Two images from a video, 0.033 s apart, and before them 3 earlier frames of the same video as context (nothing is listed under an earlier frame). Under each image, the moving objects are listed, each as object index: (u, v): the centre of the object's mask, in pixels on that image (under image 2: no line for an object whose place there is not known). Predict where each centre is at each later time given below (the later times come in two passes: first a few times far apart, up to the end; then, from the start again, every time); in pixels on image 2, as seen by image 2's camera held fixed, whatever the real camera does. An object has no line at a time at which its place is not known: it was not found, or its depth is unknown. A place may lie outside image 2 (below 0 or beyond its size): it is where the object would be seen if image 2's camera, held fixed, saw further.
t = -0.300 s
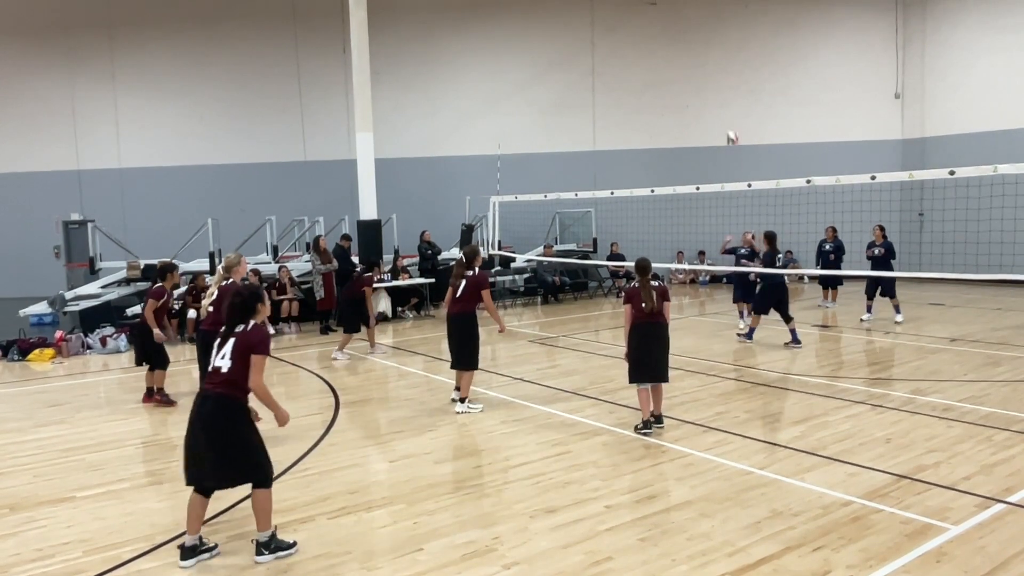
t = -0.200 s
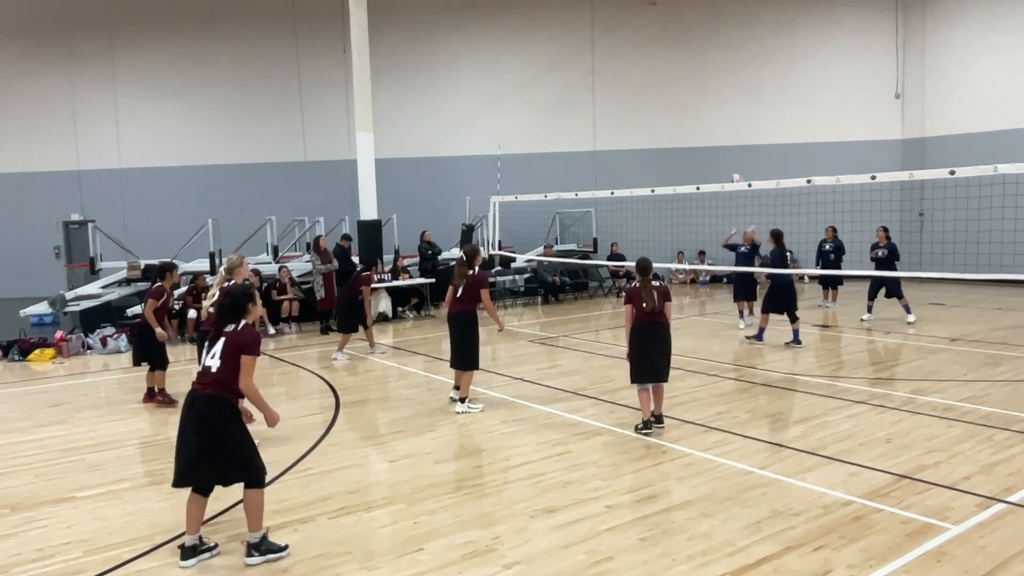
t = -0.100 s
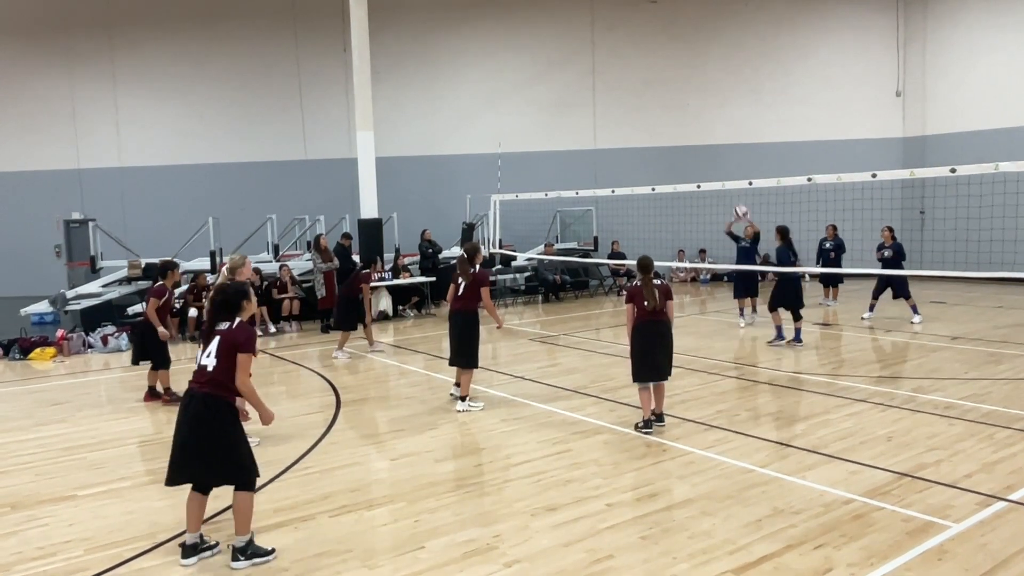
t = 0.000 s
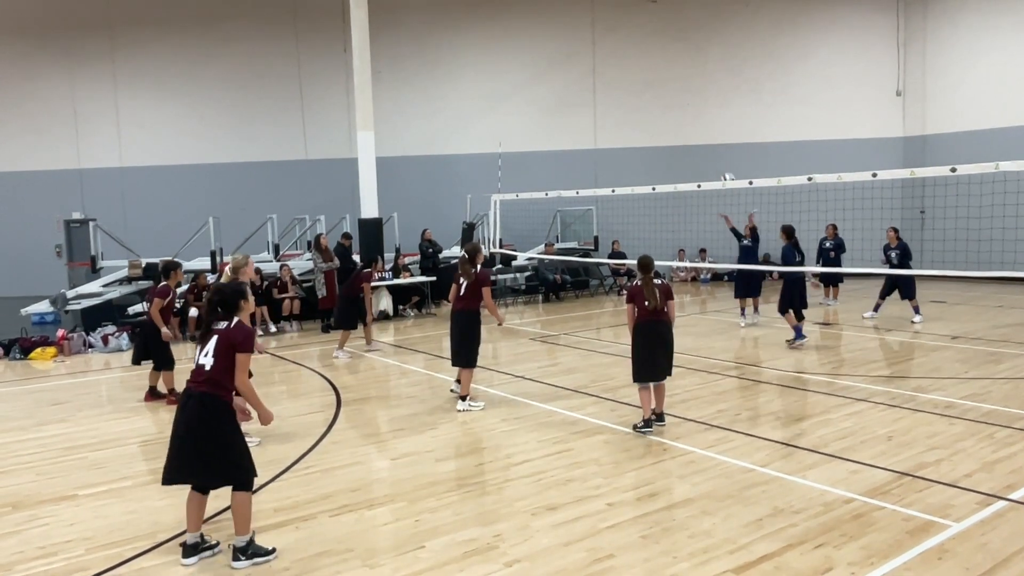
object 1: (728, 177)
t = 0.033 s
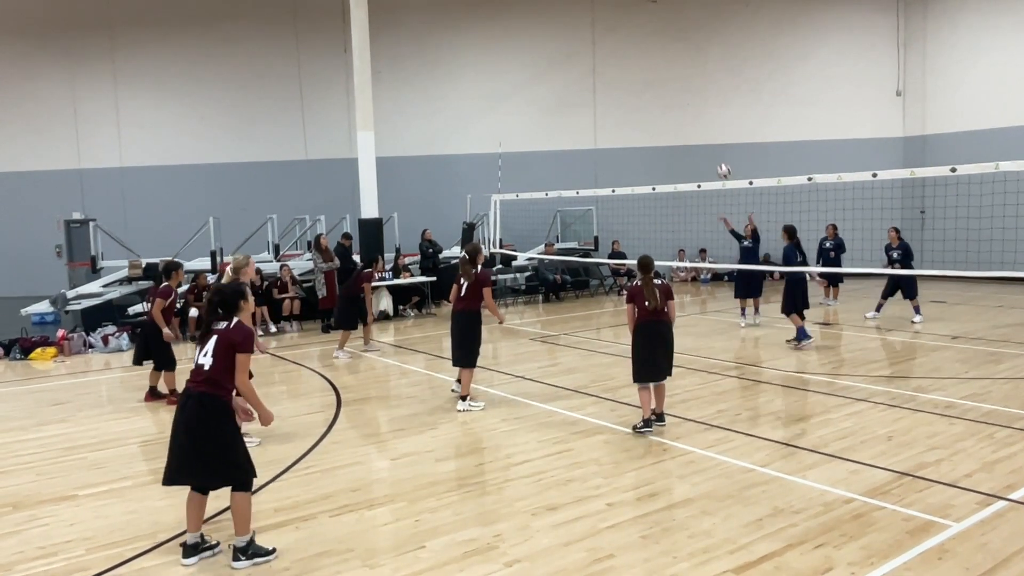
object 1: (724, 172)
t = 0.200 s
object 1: (701, 135)
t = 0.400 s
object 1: (674, 112)
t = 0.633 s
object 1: (640, 119)
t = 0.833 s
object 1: (609, 157)
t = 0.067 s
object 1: (720, 163)
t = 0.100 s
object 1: (715, 155)
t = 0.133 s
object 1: (711, 148)
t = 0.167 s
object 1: (706, 141)
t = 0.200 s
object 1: (701, 135)
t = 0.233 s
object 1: (697, 129)
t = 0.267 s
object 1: (692, 124)
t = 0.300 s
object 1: (688, 120)
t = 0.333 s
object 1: (683, 117)
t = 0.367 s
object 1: (679, 114)
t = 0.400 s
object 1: (674, 112)
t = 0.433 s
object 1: (669, 111)
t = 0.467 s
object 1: (665, 110)
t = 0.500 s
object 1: (659, 110)
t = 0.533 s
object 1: (654, 111)
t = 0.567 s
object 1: (649, 113)
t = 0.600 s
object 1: (645, 116)
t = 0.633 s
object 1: (640, 119)
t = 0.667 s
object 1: (635, 124)
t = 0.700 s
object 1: (630, 129)
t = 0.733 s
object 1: (625, 134)
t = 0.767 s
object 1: (619, 141)
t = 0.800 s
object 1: (614, 149)
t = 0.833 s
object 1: (609, 157)
